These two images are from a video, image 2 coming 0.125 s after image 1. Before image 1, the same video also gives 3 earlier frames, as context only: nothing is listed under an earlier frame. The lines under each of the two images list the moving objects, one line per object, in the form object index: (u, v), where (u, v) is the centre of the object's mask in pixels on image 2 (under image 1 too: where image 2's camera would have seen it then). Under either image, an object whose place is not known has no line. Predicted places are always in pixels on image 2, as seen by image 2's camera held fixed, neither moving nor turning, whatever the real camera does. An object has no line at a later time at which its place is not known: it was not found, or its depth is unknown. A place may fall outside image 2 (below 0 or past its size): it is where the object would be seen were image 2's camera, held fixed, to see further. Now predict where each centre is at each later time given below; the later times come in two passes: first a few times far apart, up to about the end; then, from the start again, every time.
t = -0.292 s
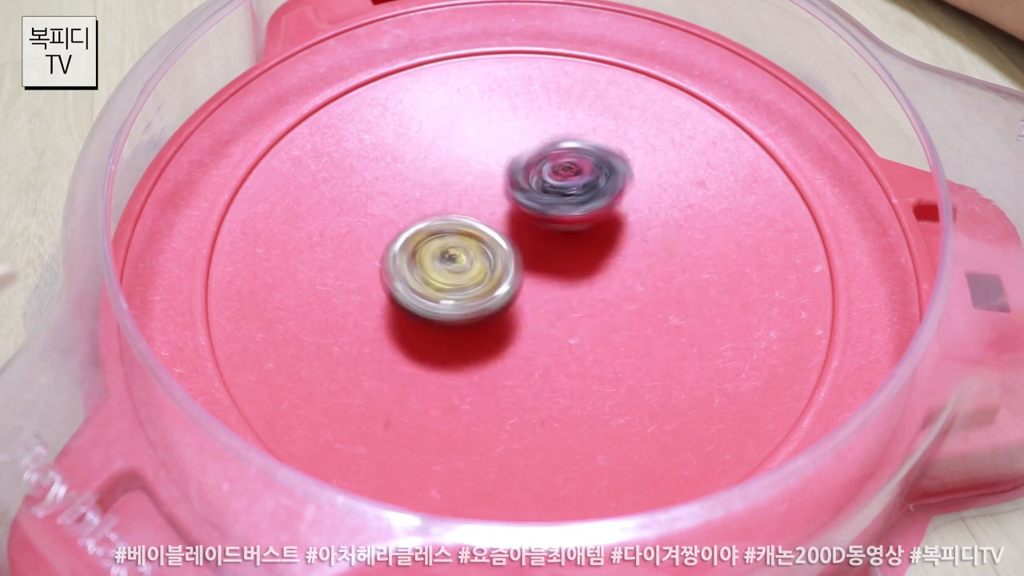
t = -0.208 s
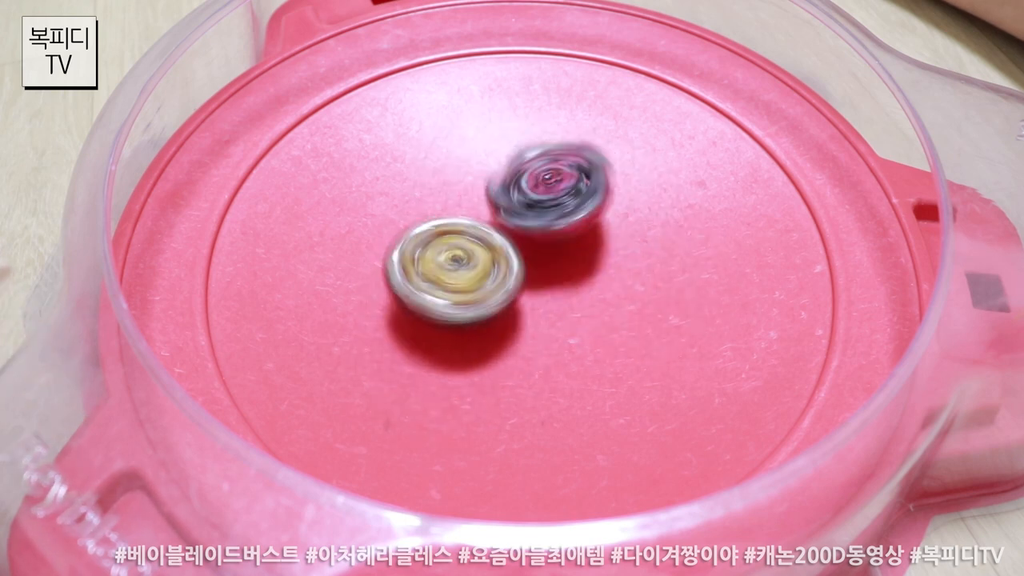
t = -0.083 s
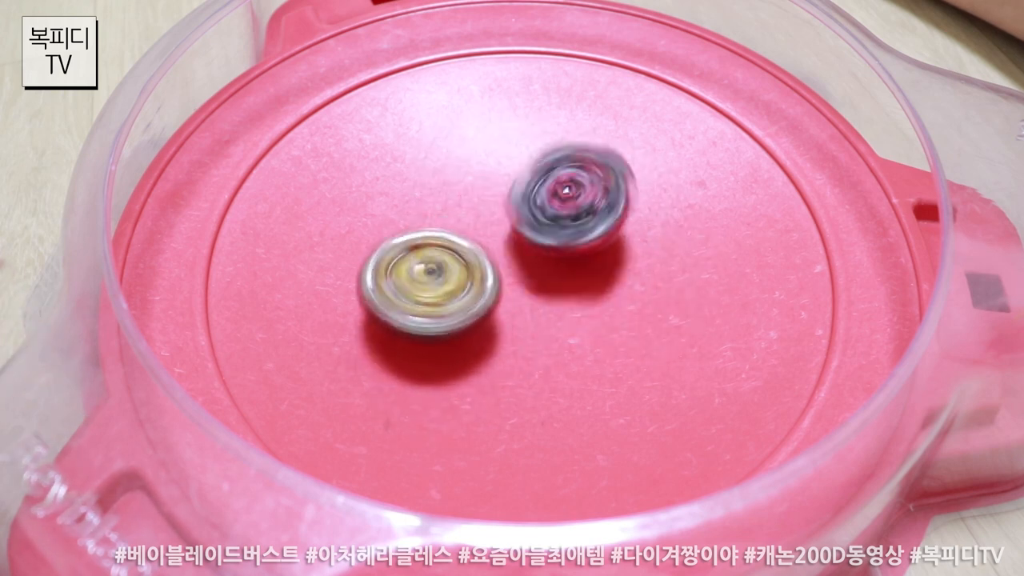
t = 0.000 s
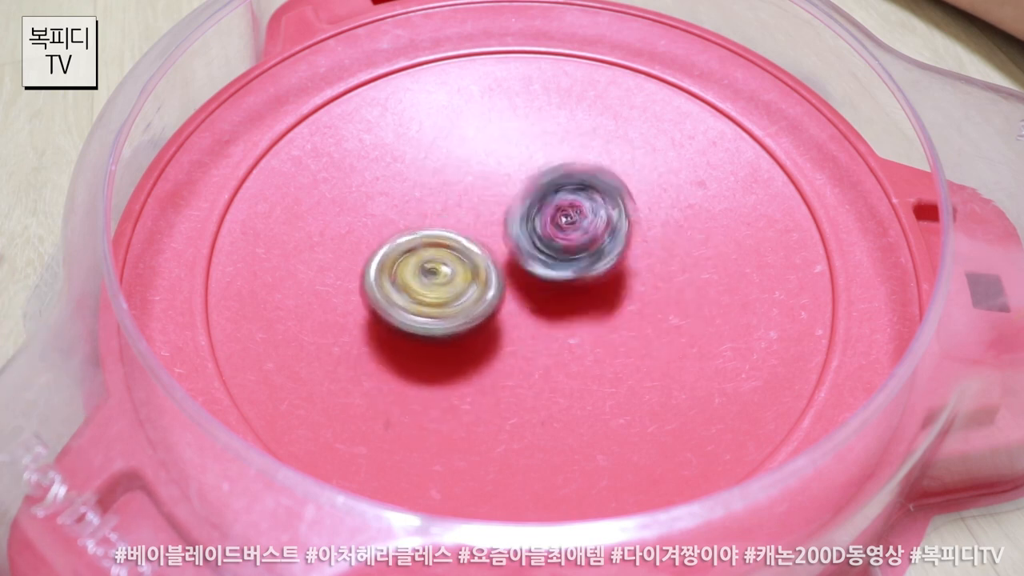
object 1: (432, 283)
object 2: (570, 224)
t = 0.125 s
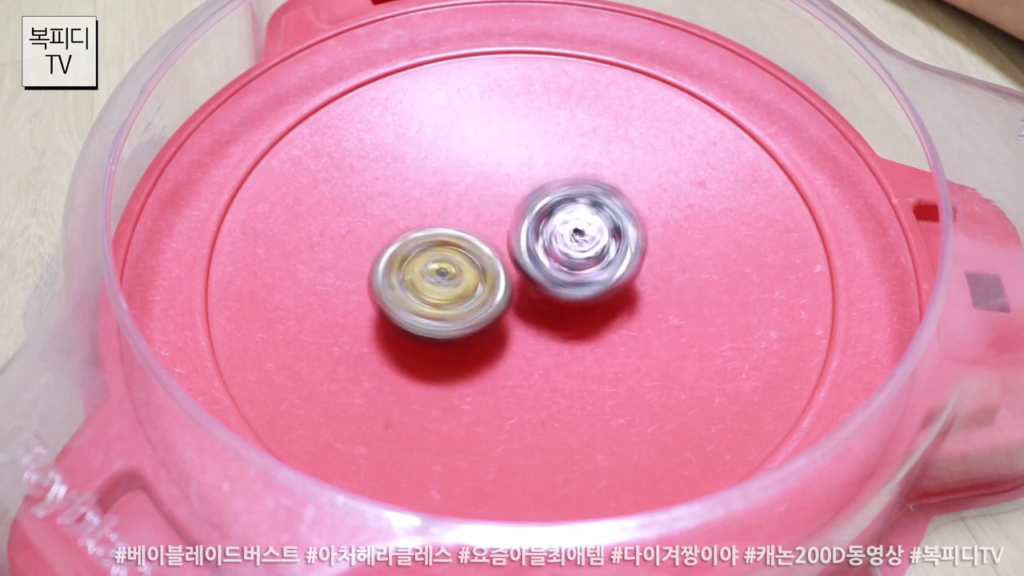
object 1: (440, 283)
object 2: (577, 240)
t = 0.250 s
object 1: (426, 278)
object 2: (604, 232)
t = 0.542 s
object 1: (439, 283)
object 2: (542, 197)
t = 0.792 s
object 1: (440, 293)
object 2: (541, 210)
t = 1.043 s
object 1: (434, 311)
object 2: (595, 211)
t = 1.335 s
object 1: (446, 314)
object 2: (528, 215)
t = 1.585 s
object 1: (447, 327)
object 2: (516, 222)
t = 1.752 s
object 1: (453, 342)
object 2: (546, 216)
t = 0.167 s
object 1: (443, 283)
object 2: (580, 239)
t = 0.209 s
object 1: (433, 282)
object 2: (590, 236)
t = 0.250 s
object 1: (426, 278)
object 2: (604, 232)
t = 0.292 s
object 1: (428, 276)
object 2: (607, 226)
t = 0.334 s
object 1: (432, 276)
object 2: (604, 219)
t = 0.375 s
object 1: (435, 276)
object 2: (596, 211)
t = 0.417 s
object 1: (437, 276)
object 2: (583, 206)
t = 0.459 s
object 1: (441, 276)
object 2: (568, 204)
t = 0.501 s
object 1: (445, 276)
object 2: (552, 203)
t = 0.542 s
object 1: (439, 283)
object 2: (542, 197)
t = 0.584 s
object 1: (437, 285)
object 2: (533, 192)
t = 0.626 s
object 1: (439, 284)
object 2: (525, 194)
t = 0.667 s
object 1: (437, 287)
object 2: (522, 197)
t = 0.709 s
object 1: (434, 290)
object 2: (528, 198)
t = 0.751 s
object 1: (437, 290)
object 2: (536, 201)
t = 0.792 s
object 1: (440, 293)
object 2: (541, 210)
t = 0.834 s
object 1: (442, 295)
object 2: (546, 221)
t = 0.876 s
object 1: (433, 303)
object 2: (561, 218)
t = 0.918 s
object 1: (429, 307)
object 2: (575, 214)
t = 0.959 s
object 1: (431, 308)
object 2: (589, 216)
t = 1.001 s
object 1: (432, 309)
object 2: (594, 215)
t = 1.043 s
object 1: (434, 311)
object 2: (595, 211)
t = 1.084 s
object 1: (436, 312)
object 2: (596, 209)
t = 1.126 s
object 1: (438, 312)
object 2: (590, 208)
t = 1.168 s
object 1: (438, 314)
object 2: (580, 204)
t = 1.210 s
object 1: (439, 314)
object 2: (569, 205)
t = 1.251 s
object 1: (441, 314)
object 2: (559, 209)
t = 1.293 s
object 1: (444, 314)
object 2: (544, 210)
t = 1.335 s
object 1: (446, 314)
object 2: (528, 215)
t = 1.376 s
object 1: (447, 315)
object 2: (516, 221)
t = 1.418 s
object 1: (439, 326)
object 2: (513, 212)
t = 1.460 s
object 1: (436, 330)
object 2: (512, 213)
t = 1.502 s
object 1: (439, 328)
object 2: (514, 210)
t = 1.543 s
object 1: (442, 328)
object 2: (515, 213)
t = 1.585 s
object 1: (447, 327)
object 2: (516, 222)
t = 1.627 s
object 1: (452, 326)
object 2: (520, 223)
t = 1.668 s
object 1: (455, 327)
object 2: (528, 232)
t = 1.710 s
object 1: (454, 338)
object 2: (535, 224)
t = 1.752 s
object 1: (453, 342)
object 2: (546, 216)
